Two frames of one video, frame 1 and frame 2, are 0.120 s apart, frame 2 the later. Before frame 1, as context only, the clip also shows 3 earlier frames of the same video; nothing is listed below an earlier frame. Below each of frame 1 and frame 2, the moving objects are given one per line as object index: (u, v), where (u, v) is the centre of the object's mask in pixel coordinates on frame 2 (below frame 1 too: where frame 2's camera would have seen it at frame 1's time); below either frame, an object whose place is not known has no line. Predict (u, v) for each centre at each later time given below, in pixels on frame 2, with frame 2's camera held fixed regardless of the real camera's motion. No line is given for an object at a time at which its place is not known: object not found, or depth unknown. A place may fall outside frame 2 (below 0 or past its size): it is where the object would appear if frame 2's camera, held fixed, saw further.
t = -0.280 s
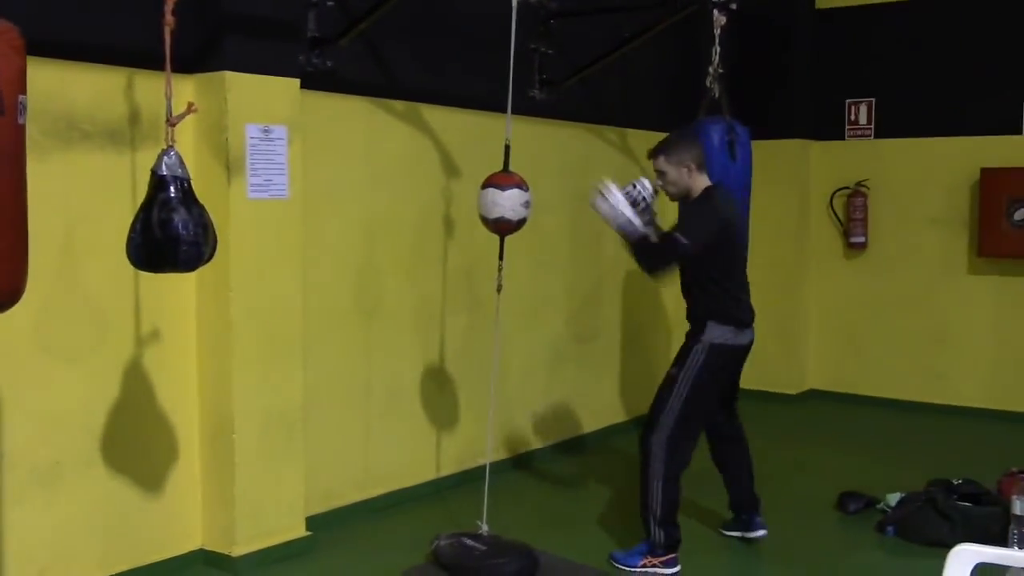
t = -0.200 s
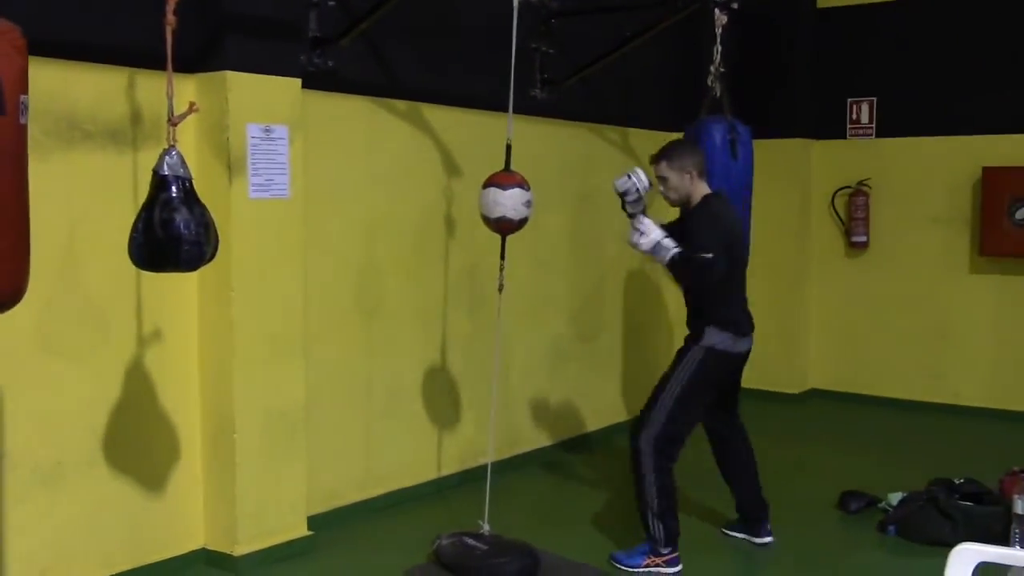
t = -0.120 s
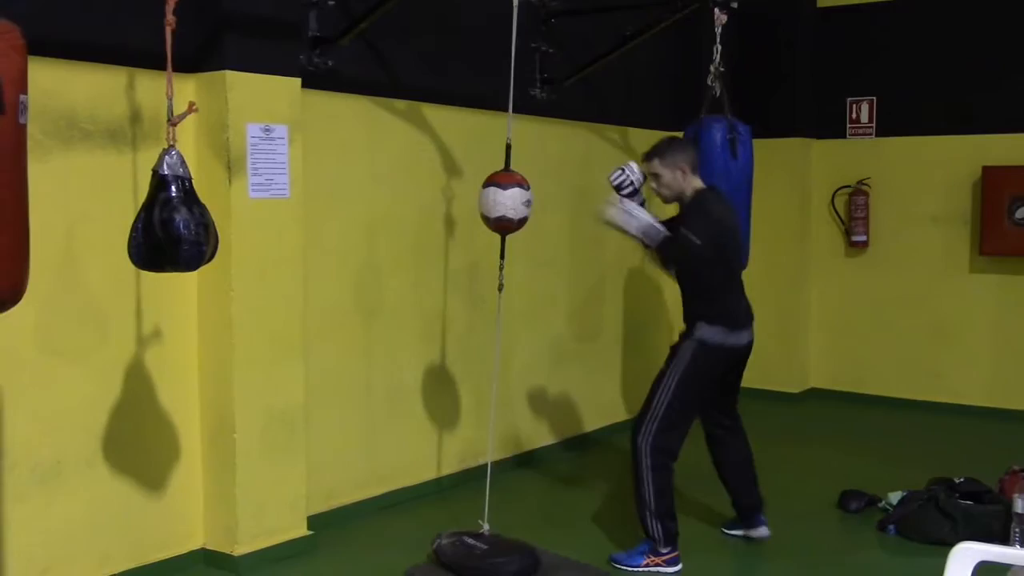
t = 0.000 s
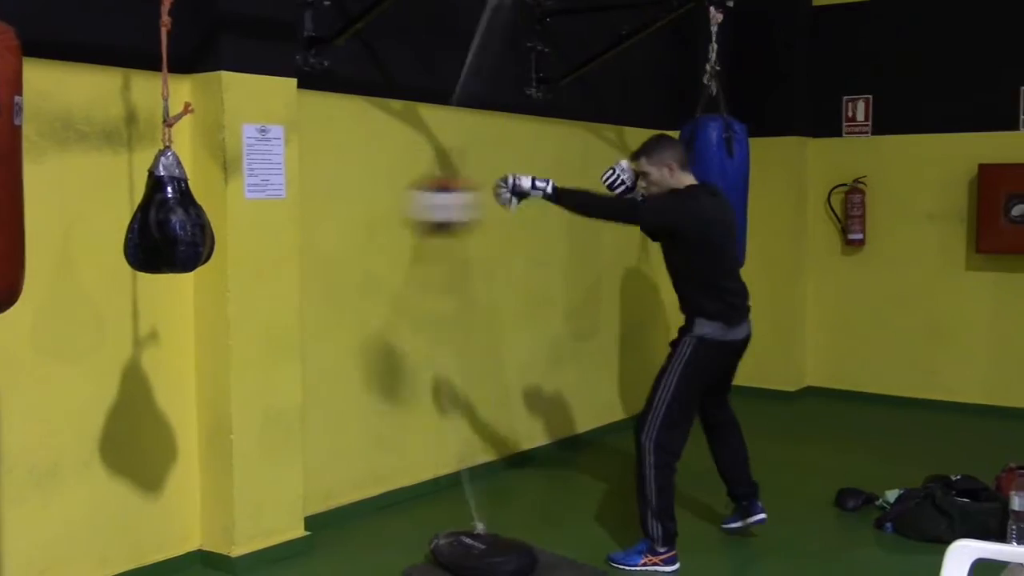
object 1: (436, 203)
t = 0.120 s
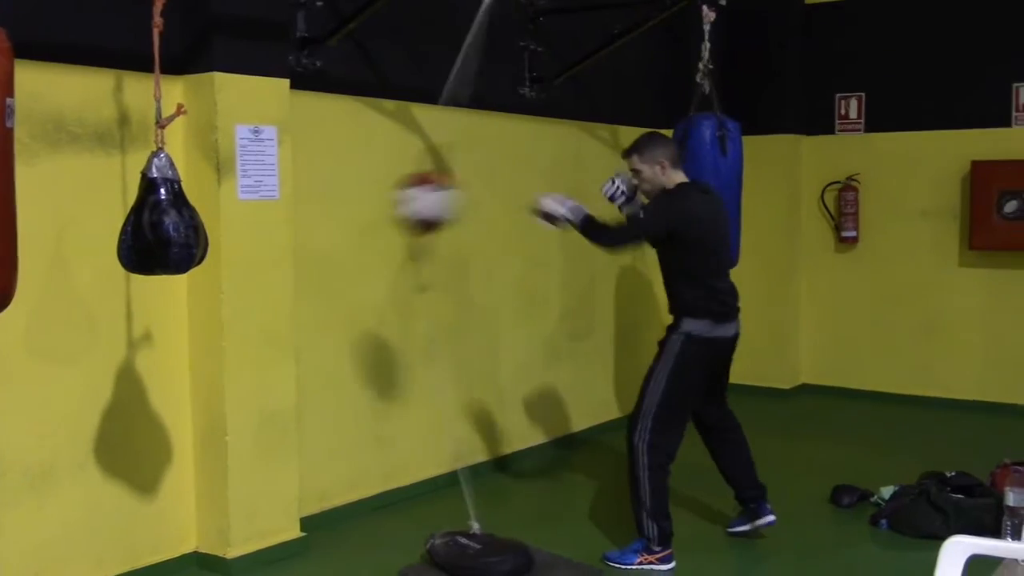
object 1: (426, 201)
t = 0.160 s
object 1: (470, 197)
